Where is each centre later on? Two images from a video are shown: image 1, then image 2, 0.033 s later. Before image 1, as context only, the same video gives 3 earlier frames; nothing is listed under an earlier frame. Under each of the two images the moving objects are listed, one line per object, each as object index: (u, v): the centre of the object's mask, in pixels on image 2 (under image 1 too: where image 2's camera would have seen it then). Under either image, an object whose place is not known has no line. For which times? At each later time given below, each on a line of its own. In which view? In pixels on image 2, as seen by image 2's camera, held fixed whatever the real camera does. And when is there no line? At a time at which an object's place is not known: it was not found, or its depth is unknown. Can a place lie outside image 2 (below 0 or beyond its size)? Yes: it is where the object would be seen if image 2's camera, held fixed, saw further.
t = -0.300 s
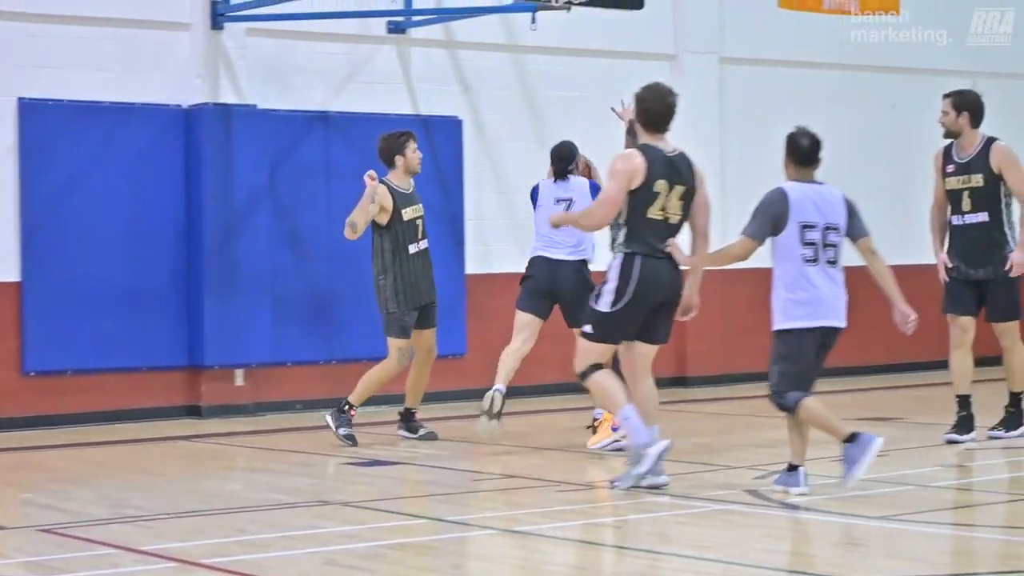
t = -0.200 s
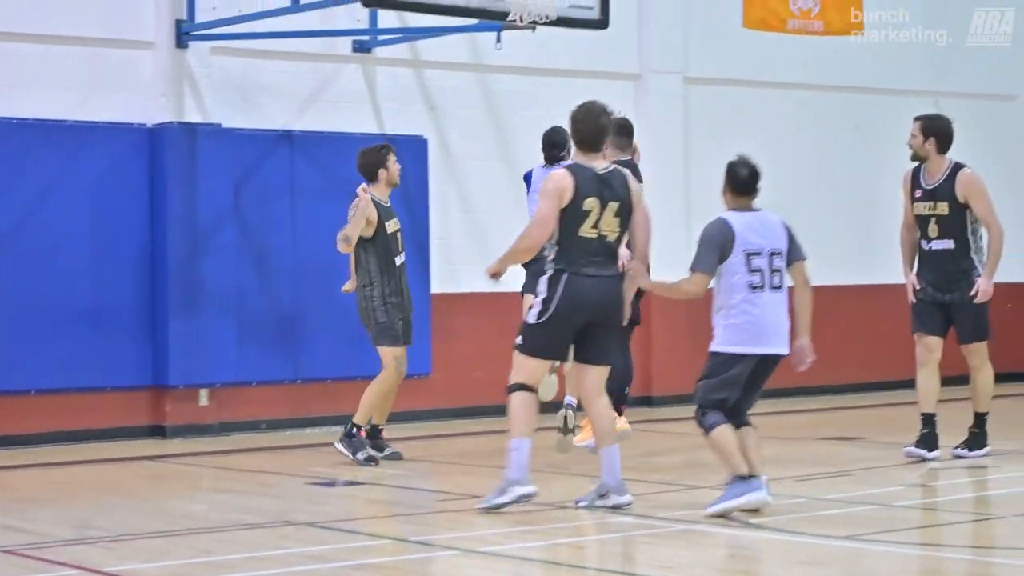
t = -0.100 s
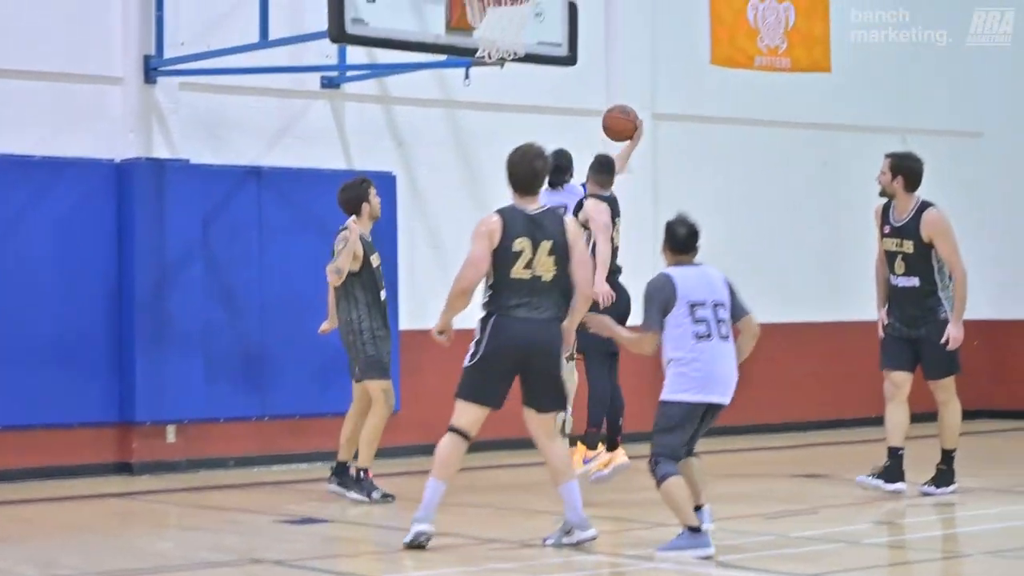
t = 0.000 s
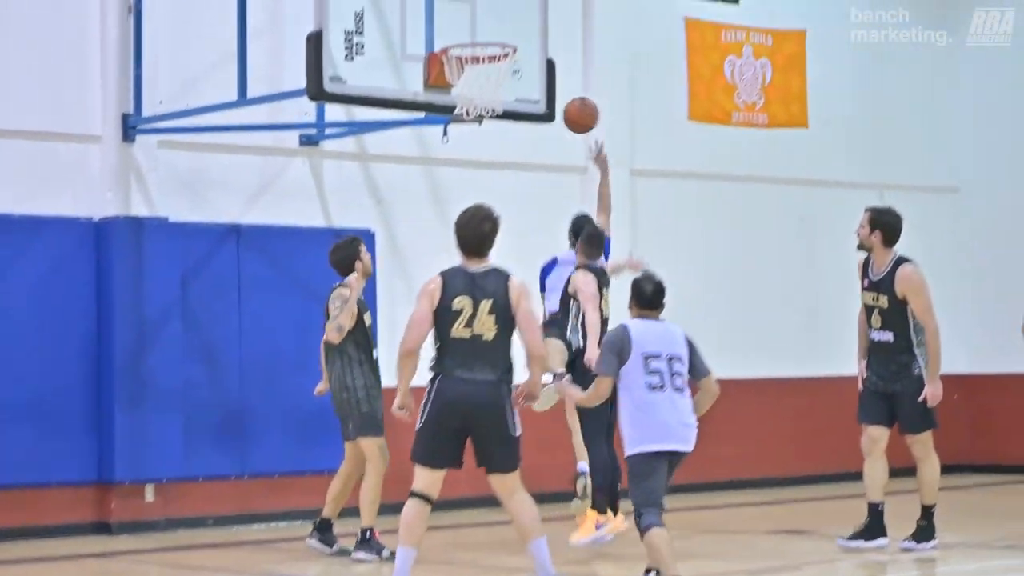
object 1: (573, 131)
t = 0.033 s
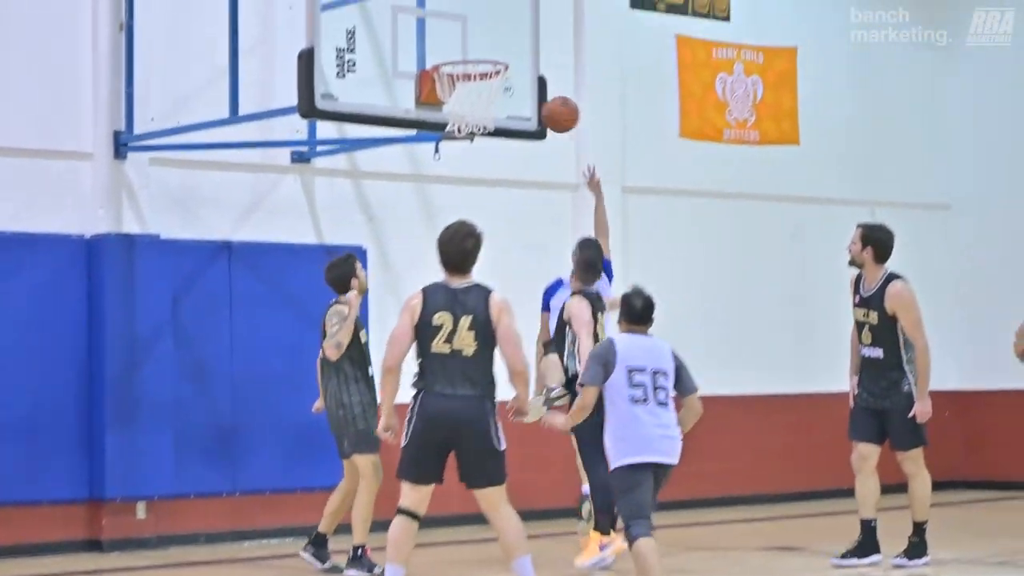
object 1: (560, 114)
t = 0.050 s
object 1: (555, 106)
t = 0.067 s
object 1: (548, 99)
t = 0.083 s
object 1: (543, 92)
